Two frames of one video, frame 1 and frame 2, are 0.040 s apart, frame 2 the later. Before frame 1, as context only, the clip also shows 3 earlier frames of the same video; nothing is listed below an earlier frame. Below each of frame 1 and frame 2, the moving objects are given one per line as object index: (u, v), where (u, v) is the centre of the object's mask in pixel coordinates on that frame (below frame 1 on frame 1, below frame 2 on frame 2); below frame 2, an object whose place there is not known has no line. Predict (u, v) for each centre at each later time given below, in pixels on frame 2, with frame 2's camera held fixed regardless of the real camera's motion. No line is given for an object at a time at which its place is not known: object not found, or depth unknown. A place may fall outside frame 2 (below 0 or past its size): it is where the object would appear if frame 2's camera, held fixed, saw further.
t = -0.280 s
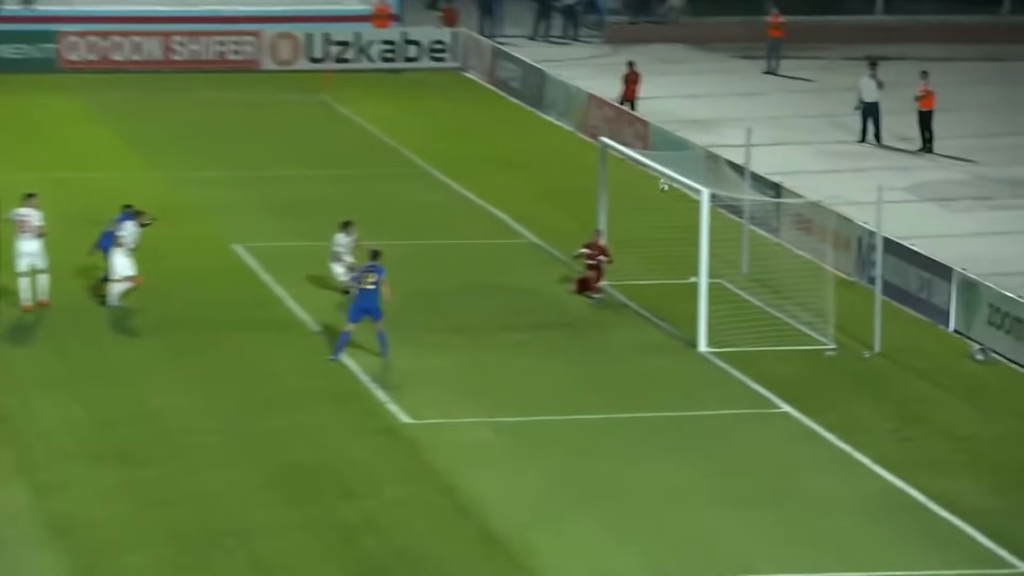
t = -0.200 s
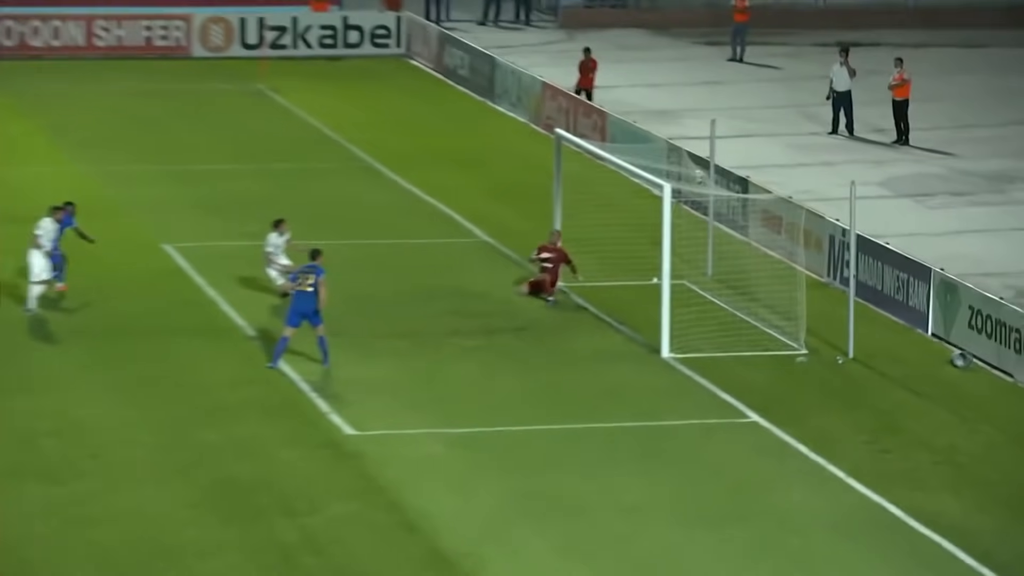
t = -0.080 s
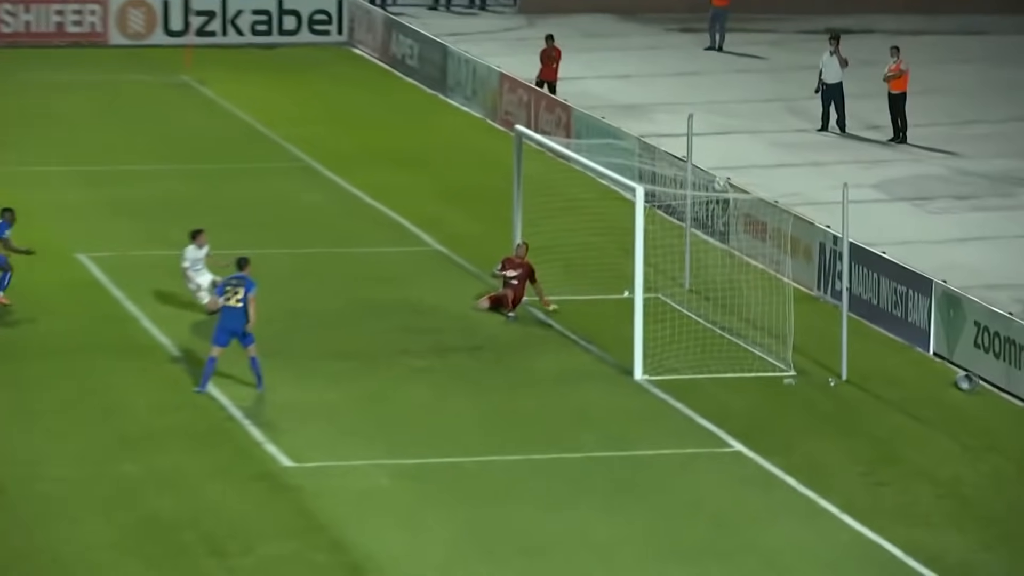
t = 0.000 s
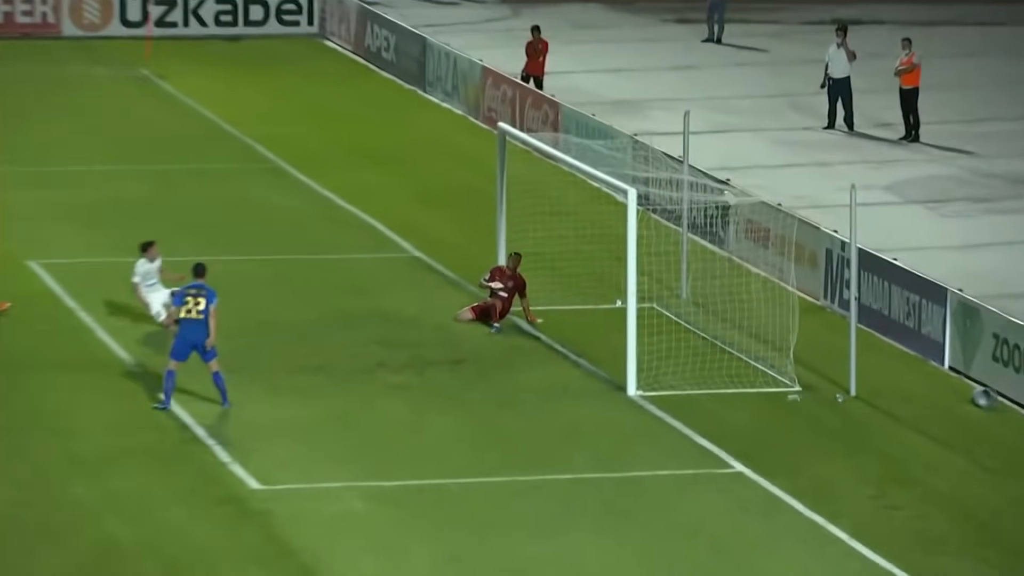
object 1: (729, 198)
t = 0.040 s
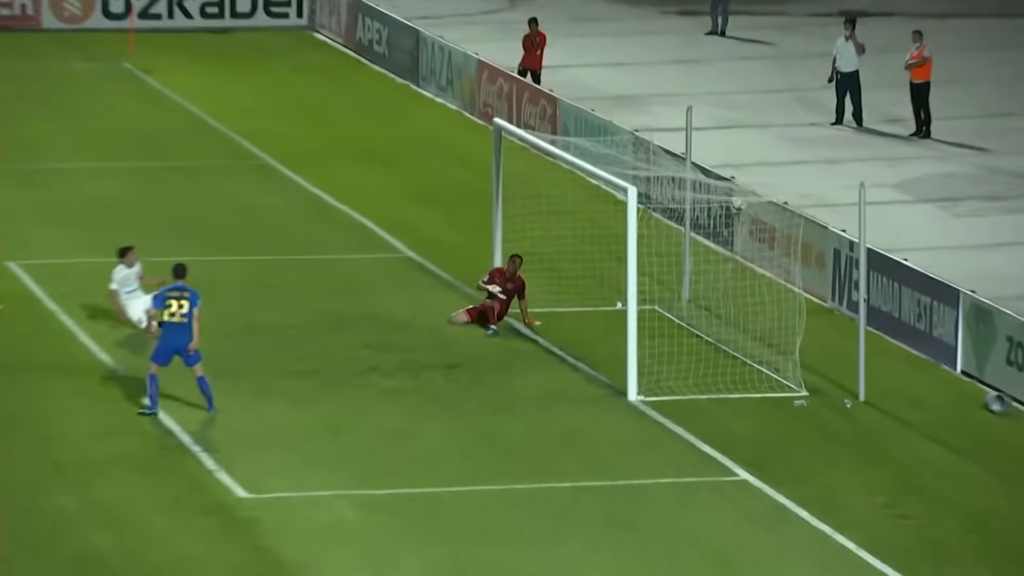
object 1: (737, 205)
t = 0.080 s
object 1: (741, 214)
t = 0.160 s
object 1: (749, 236)
